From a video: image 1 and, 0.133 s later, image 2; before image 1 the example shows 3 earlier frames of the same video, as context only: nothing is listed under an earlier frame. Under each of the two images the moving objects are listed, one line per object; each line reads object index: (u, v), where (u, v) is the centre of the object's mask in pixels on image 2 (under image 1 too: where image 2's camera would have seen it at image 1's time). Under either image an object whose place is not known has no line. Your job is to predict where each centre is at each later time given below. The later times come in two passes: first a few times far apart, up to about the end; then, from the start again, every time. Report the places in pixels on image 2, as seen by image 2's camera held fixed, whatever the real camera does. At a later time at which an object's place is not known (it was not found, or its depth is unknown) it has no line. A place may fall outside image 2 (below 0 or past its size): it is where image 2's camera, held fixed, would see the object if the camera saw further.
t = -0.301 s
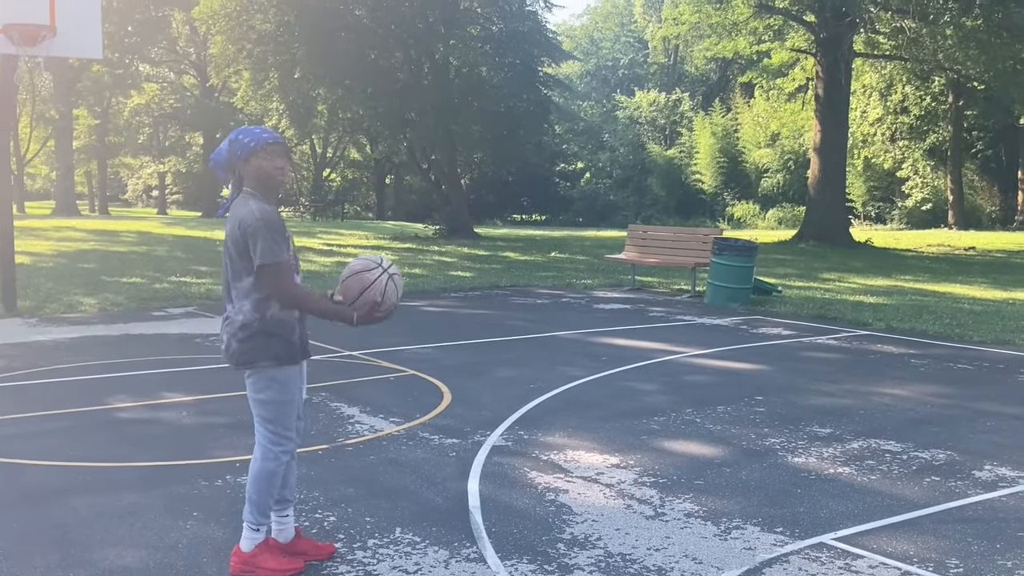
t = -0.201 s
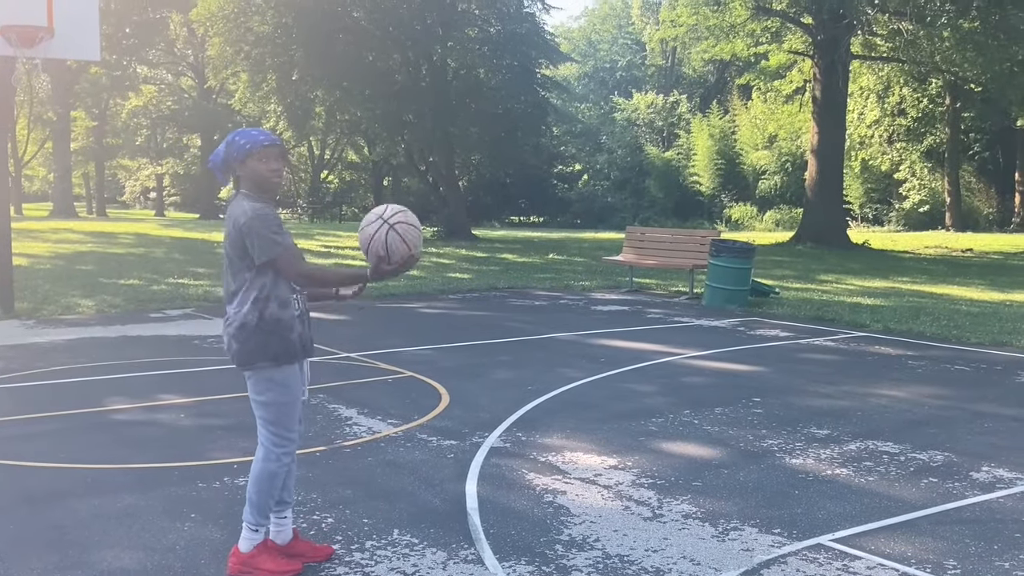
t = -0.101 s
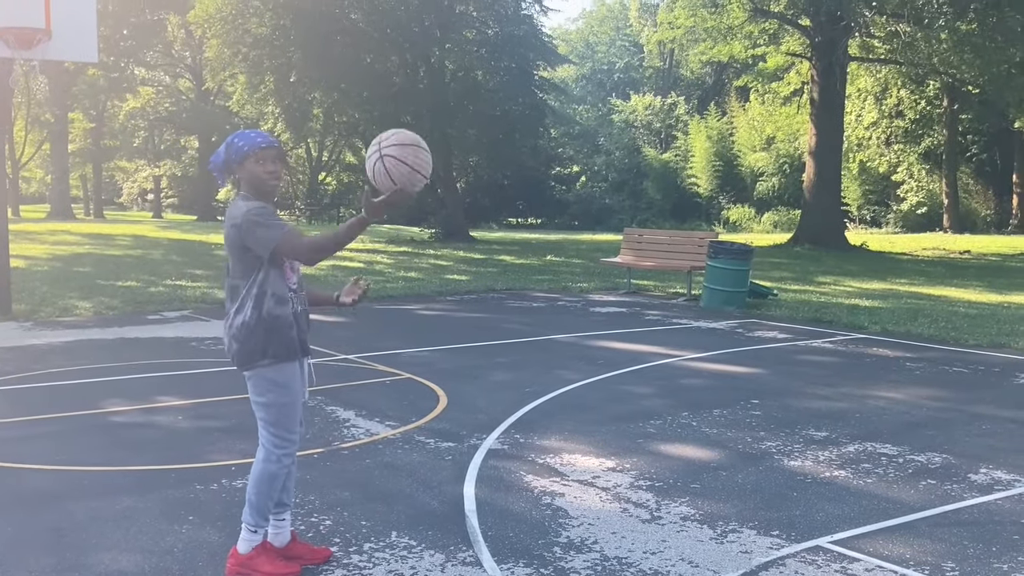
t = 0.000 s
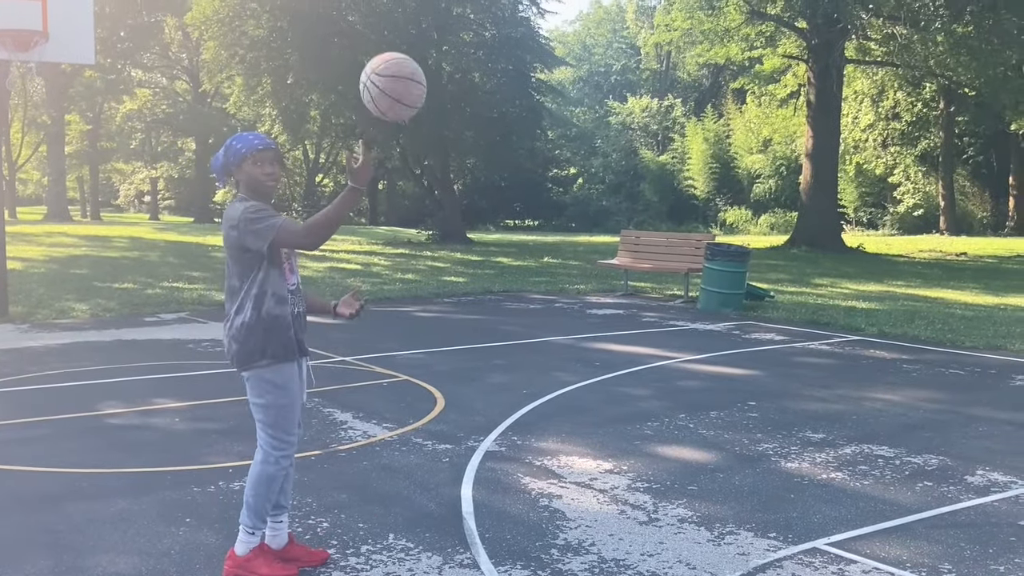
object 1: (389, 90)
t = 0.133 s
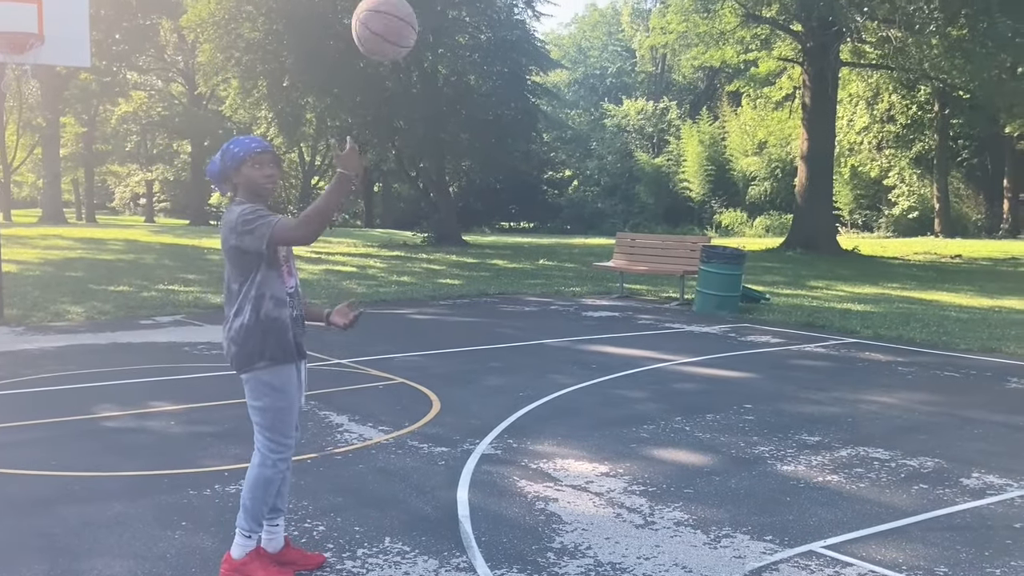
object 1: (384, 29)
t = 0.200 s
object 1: (382, 21)
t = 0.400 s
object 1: (376, 47)
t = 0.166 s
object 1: (383, 24)
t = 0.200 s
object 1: (382, 21)
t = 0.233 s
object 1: (382, 19)
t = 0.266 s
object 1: (380, 19)
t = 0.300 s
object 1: (379, 21)
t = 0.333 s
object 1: (378, 26)
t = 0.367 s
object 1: (377, 34)
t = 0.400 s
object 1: (376, 47)
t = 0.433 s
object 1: (376, 62)
